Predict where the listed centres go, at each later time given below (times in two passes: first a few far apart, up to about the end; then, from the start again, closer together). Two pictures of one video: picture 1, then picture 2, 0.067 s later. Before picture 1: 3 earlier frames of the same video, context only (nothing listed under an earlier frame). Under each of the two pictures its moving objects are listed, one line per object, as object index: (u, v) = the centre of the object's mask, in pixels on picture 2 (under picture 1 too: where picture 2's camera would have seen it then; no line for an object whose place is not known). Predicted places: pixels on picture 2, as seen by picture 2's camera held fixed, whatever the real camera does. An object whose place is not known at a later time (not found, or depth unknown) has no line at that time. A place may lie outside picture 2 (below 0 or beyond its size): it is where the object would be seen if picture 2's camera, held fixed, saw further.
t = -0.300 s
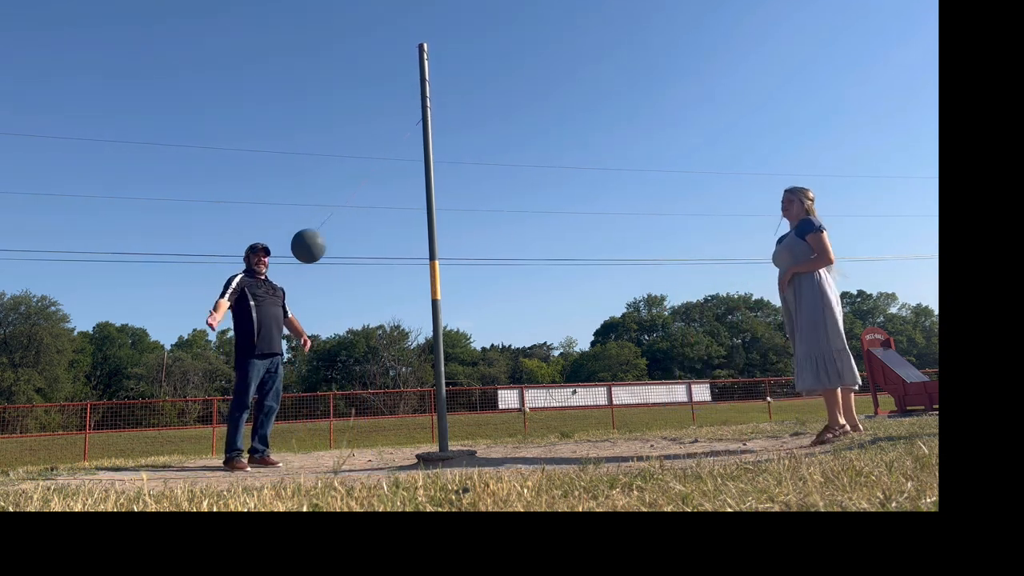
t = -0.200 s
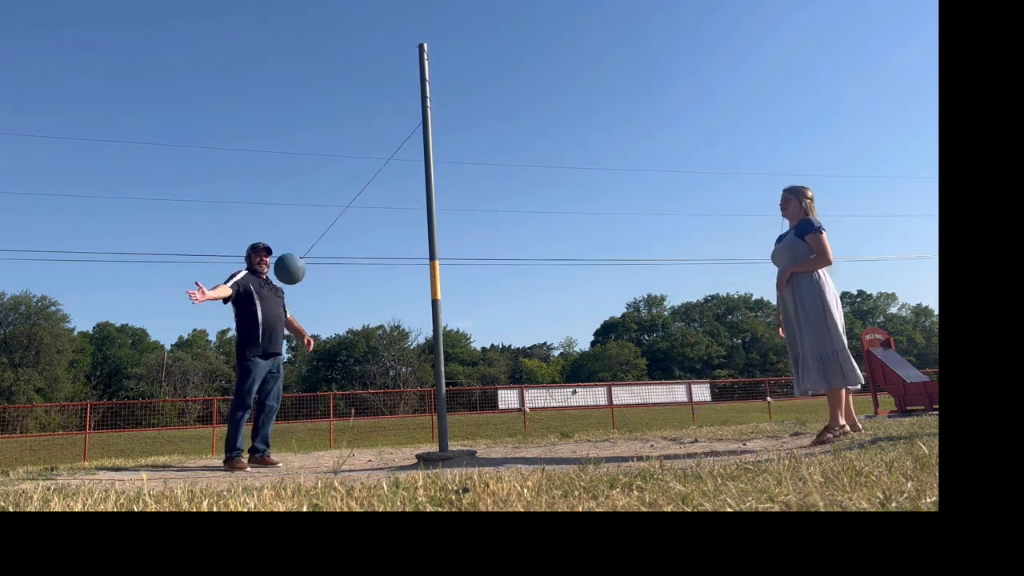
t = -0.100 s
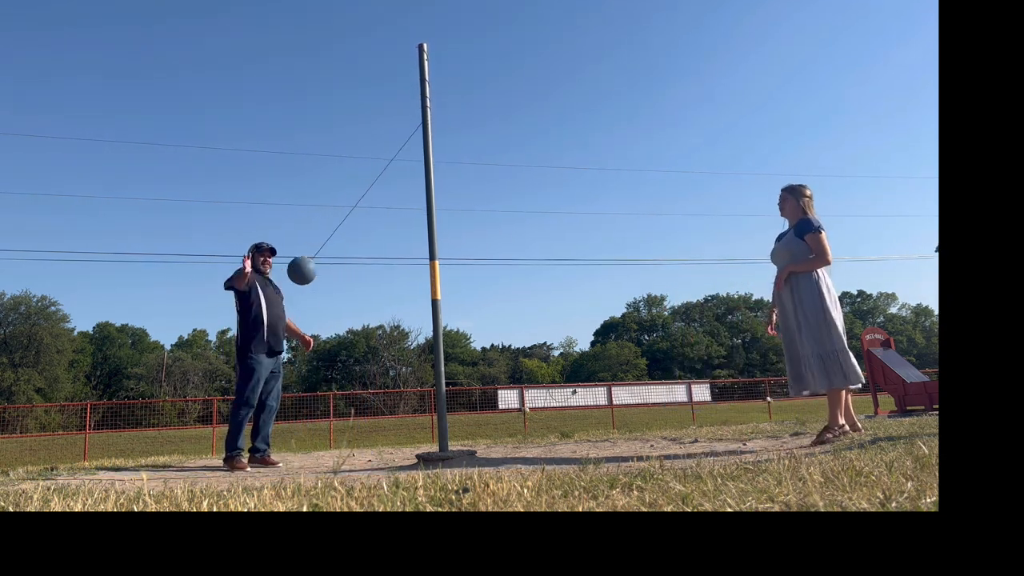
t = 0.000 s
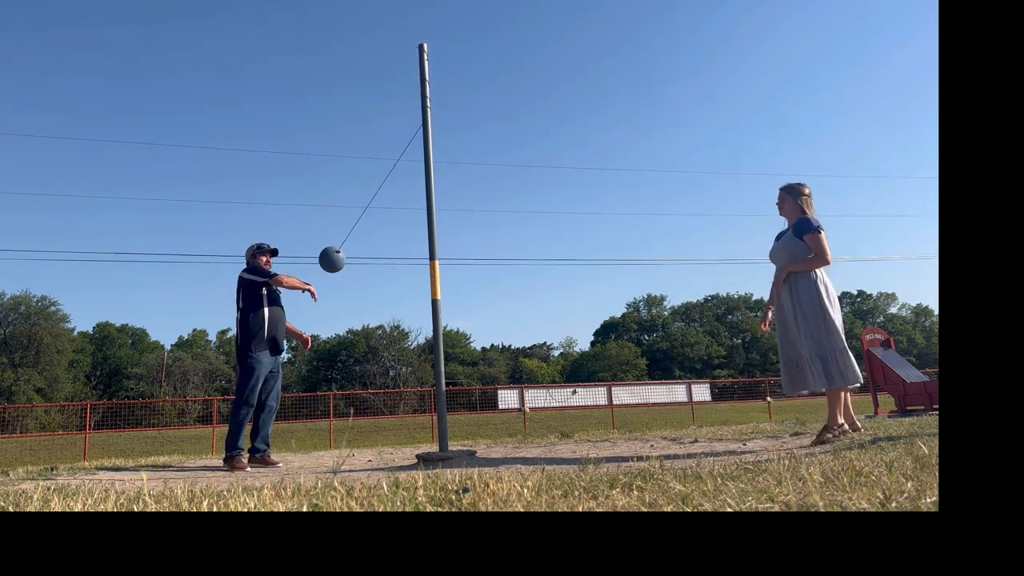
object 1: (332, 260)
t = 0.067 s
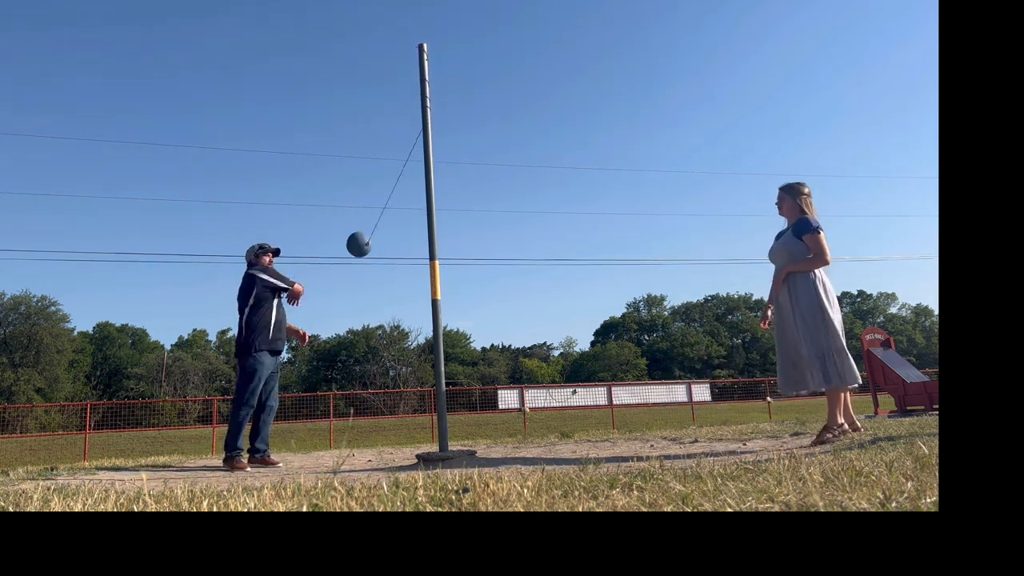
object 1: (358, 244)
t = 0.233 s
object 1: (423, 213)
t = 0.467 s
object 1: (524, 180)
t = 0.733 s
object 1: (611, 192)
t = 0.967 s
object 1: (603, 234)
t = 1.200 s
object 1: (431, 252)
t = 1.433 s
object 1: (243, 216)
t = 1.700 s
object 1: (202, 190)
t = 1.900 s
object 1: (244, 206)
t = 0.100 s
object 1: (372, 237)
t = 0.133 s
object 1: (387, 230)
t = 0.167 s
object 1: (401, 224)
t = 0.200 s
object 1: (415, 218)
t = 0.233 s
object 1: (423, 213)
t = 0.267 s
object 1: (445, 206)
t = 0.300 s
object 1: (459, 200)
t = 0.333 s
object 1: (472, 194)
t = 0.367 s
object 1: (485, 189)
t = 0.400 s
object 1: (499, 185)
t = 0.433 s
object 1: (512, 182)
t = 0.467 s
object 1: (524, 180)
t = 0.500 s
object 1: (537, 179)
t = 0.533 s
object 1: (550, 180)
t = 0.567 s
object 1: (563, 181)
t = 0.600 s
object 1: (575, 182)
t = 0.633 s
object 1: (586, 184)
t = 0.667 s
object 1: (595, 186)
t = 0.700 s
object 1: (604, 188)
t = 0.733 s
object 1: (611, 192)
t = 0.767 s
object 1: (617, 196)
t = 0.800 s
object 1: (622, 201)
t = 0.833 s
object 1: (625, 208)
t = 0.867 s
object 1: (625, 215)
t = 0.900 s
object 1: (622, 222)
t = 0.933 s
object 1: (614, 228)
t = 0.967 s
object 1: (603, 234)
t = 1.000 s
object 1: (588, 239)
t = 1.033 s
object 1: (570, 244)
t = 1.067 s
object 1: (549, 248)
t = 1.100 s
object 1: (523, 251)
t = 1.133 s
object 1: (494, 253)
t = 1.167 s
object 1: (463, 253)
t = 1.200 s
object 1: (431, 252)
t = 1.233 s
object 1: (398, 249)
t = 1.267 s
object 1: (367, 244)
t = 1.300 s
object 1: (338, 238)
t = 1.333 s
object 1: (310, 232)
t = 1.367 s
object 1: (285, 227)
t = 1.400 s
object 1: (262, 221)
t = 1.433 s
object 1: (243, 216)
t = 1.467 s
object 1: (228, 210)
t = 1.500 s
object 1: (217, 204)
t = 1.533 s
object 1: (210, 199)
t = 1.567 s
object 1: (204, 195)
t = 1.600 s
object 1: (201, 192)
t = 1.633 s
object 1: (199, 190)
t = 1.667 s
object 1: (200, 190)
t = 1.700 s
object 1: (202, 190)
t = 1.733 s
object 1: (206, 191)
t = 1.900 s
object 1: (244, 206)
